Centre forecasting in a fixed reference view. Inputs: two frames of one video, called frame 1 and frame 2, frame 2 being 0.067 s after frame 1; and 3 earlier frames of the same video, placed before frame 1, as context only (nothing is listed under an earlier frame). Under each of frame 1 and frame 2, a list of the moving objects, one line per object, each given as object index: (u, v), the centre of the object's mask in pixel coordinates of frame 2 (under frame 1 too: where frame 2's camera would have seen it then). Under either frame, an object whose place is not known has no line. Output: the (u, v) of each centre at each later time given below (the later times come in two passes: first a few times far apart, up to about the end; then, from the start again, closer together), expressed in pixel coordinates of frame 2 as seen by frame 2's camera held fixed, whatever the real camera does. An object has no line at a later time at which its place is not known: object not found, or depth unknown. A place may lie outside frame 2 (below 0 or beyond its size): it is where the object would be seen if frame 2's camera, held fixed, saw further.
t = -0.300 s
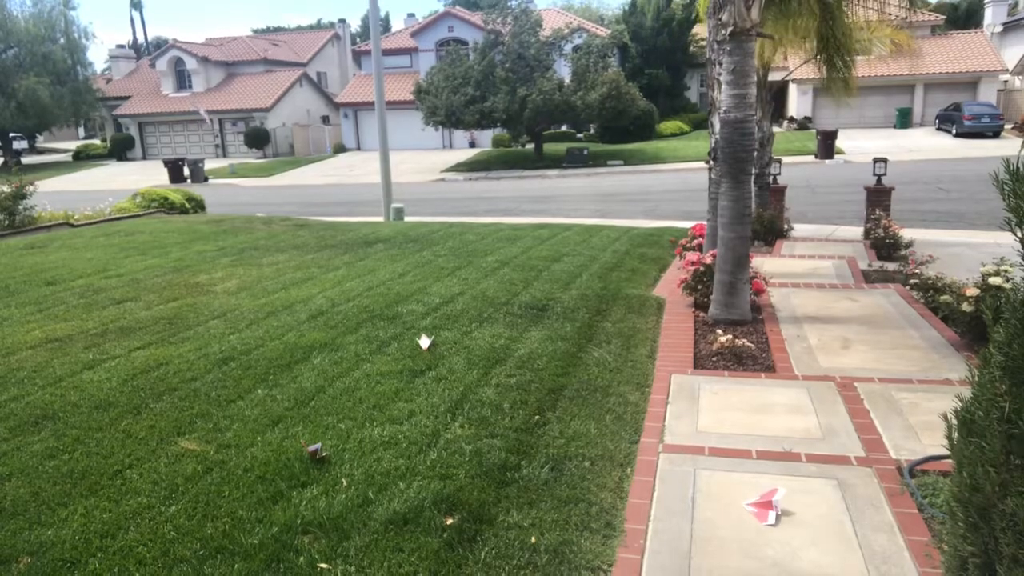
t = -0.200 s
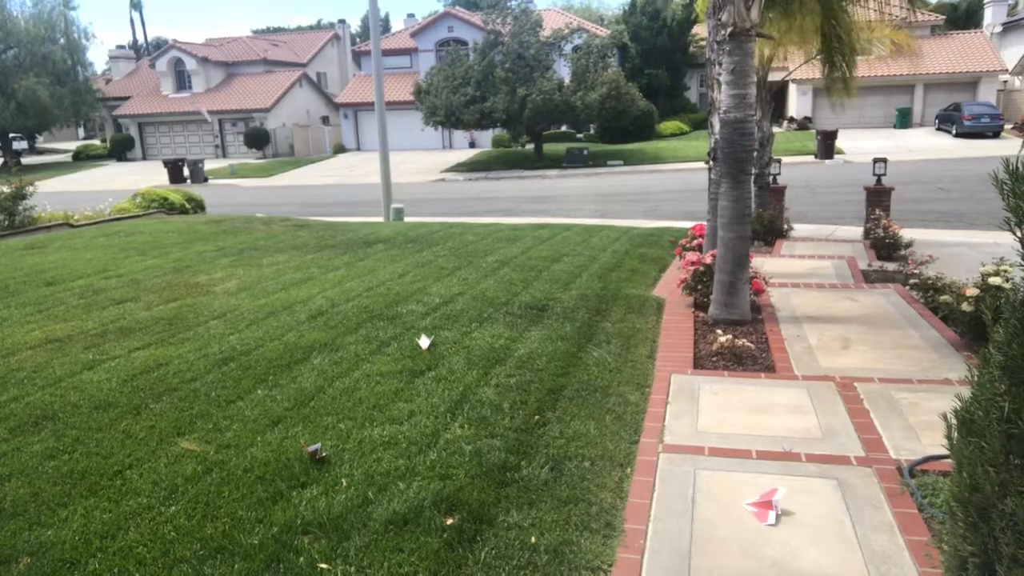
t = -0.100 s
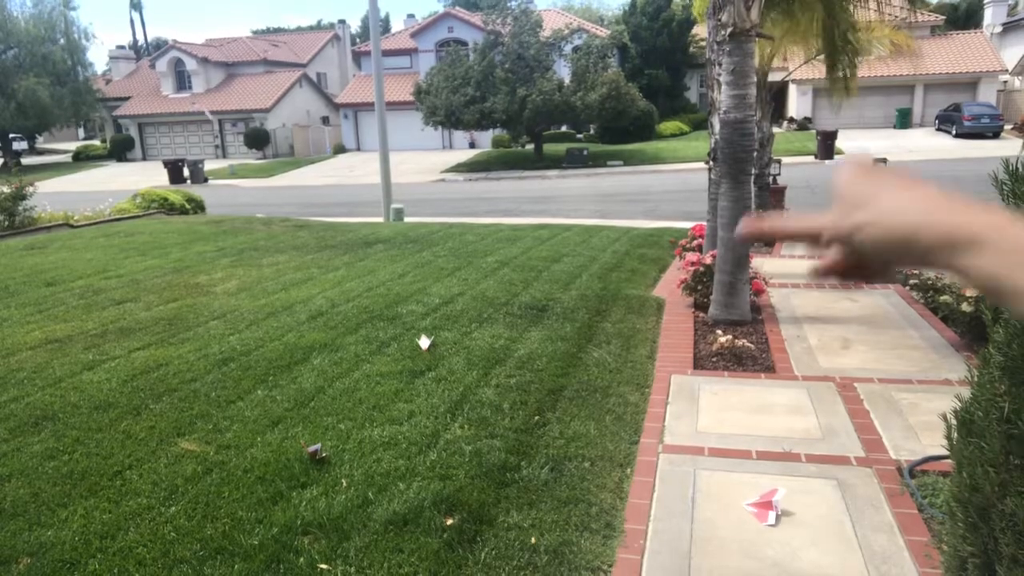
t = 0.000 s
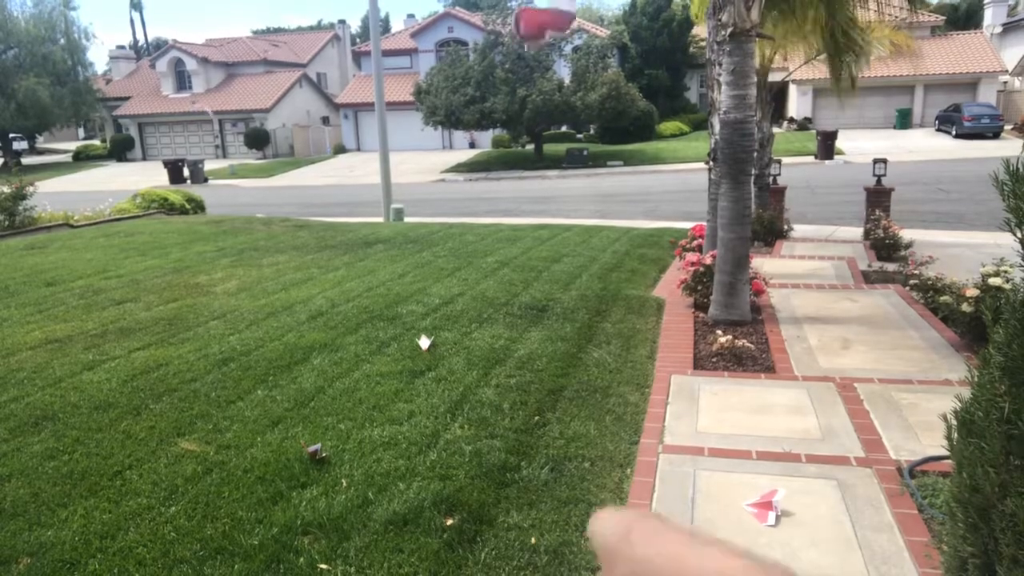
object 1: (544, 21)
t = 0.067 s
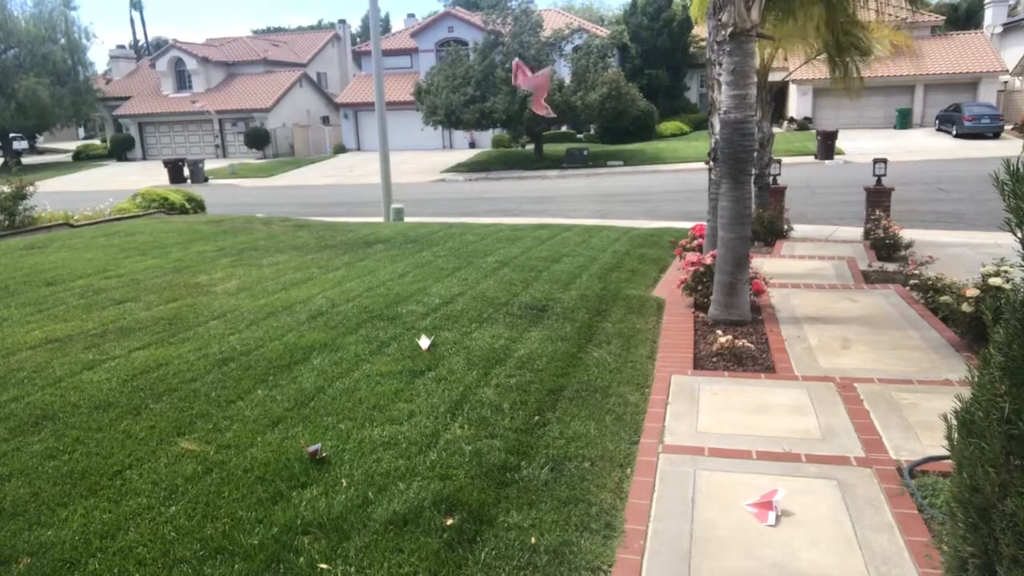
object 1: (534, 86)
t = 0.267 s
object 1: (558, 82)
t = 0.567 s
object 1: (511, 17)
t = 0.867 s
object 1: (429, 54)
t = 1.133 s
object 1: (382, 119)
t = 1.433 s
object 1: (330, 268)
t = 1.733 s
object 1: (245, 501)
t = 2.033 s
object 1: (214, 536)
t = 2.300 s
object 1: (214, 537)
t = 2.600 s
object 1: (214, 535)
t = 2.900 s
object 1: (214, 537)
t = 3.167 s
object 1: (214, 537)
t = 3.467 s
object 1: (214, 537)
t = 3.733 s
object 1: (214, 536)
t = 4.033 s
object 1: (213, 537)
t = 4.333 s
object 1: (214, 537)
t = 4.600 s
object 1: (214, 537)
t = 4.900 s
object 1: (213, 537)
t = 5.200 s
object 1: (213, 537)
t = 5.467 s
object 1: (213, 537)
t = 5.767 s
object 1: (213, 537)
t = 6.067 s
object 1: (213, 537)
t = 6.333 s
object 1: (213, 537)
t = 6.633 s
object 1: (213, 537)
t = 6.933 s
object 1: (213, 537)
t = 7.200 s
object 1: (213, 537)
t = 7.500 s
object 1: (213, 537)
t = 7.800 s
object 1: (213, 537)
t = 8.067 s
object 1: (213, 538)
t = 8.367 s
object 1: (213, 538)
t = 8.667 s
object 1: (213, 537)
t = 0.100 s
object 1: (536, 111)
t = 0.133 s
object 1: (540, 122)
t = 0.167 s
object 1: (542, 119)
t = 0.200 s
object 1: (547, 108)
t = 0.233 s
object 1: (554, 95)
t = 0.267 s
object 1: (558, 82)
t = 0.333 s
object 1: (559, 58)
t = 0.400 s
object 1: (550, 37)
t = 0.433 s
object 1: (544, 29)
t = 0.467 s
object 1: (537, 24)
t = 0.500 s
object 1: (529, 19)
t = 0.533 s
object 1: (522, 18)
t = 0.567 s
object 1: (511, 17)
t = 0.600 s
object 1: (503, 19)
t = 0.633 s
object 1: (493, 21)
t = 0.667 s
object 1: (484, 24)
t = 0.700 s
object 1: (470, 28)
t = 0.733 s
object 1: (463, 32)
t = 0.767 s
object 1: (454, 36)
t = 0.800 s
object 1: (446, 42)
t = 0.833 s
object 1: (438, 48)
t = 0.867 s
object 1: (429, 54)
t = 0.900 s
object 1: (421, 60)
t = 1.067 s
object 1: (391, 98)
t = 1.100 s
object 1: (388, 109)
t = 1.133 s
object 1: (382, 119)
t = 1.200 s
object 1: (373, 140)
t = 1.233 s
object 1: (364, 155)
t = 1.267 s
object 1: (359, 169)
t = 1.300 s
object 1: (352, 185)
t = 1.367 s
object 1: (339, 224)
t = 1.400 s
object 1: (334, 245)
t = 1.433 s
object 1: (330, 268)
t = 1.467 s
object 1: (327, 295)
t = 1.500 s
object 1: (324, 322)
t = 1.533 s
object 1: (320, 349)
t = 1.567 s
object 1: (319, 373)
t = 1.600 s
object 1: (309, 398)
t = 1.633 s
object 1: (296, 426)
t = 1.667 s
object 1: (282, 451)
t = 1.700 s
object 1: (264, 476)
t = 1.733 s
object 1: (245, 501)
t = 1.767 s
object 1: (228, 519)
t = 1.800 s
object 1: (227, 516)
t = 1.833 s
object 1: (227, 517)
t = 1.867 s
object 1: (225, 518)
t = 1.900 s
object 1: (223, 521)
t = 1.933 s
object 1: (217, 528)
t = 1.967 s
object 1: (218, 531)
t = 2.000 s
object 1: (215, 535)
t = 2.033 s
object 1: (214, 536)
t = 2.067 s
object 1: (214, 536)
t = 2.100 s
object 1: (214, 536)
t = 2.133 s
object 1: (214, 537)
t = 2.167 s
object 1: (214, 537)
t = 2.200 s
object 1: (214, 537)
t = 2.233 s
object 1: (214, 537)
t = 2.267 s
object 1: (214, 537)
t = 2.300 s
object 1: (214, 537)
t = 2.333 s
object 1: (214, 537)
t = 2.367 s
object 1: (214, 537)
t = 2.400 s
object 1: (214, 537)
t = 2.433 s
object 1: (214, 537)
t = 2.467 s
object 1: (214, 537)
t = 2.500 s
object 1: (214, 537)
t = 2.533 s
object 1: (214, 536)
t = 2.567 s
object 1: (214, 536)
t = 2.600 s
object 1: (214, 535)
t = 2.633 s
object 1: (214, 536)
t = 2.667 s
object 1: (213, 536)
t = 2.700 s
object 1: (214, 536)
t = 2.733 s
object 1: (214, 536)
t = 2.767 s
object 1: (214, 536)
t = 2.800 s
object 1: (214, 536)
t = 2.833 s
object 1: (213, 537)
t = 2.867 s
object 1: (213, 537)
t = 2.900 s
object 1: (214, 537)
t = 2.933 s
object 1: (213, 537)
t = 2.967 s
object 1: (214, 537)
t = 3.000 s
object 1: (214, 536)
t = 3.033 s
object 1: (213, 536)
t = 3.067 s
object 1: (214, 537)
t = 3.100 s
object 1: (213, 536)
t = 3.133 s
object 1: (214, 537)
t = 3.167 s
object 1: (214, 537)
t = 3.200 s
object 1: (213, 537)
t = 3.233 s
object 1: (214, 537)
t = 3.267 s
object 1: (214, 537)
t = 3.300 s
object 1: (214, 537)
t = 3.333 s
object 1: (213, 537)
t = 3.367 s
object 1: (214, 537)
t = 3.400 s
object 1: (214, 537)
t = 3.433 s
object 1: (214, 537)
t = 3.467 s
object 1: (214, 537)
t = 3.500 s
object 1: (214, 536)
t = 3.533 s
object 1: (214, 536)
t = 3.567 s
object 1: (214, 537)
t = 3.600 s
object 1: (214, 537)
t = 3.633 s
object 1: (214, 536)
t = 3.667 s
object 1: (214, 536)
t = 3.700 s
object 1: (214, 535)
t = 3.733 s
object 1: (214, 536)
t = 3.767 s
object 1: (214, 536)
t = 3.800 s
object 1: (213, 536)
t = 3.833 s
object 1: (213, 537)
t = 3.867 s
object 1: (214, 536)
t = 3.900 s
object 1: (214, 537)
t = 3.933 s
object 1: (214, 537)
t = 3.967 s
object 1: (214, 537)
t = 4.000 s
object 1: (213, 537)
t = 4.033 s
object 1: (213, 537)
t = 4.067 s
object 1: (213, 537)
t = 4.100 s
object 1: (213, 537)
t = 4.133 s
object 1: (213, 537)
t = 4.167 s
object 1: (214, 537)
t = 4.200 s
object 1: (214, 537)
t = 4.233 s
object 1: (214, 537)
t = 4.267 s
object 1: (214, 537)
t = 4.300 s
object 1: (214, 537)
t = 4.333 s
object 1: (214, 537)
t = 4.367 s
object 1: (213, 537)
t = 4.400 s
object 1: (214, 537)
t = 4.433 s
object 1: (214, 537)
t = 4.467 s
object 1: (214, 537)
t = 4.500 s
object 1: (213, 537)
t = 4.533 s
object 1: (214, 537)
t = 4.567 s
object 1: (214, 537)
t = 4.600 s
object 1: (214, 537)
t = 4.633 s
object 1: (214, 537)
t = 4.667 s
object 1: (214, 537)
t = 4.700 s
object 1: (214, 537)
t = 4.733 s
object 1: (213, 537)
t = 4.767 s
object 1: (214, 537)
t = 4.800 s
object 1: (214, 537)
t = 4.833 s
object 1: (213, 537)
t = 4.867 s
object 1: (213, 536)
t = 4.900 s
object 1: (213, 537)
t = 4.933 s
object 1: (213, 537)
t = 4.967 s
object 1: (213, 537)
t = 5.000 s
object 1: (213, 537)
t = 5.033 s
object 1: (213, 537)
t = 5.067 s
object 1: (214, 537)
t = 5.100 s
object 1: (213, 537)
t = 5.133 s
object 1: (213, 537)
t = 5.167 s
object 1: (213, 537)
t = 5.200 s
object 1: (213, 537)
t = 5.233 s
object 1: (213, 537)
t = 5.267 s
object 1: (213, 537)
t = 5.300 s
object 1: (213, 537)
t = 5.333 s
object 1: (213, 537)
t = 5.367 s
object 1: (213, 537)
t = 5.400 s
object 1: (213, 537)
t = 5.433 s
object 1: (213, 537)
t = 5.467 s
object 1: (213, 537)
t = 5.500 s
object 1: (213, 537)
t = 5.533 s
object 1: (213, 537)
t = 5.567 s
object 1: (213, 537)
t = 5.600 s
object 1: (213, 537)
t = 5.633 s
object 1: (213, 537)
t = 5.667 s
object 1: (213, 537)
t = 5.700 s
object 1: (213, 537)
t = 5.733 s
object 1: (213, 537)
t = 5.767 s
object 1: (213, 537)
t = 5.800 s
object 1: (213, 537)
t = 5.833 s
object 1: (213, 538)
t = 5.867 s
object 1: (213, 538)
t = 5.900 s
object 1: (213, 537)
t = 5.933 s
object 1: (213, 537)
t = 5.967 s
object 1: (213, 538)
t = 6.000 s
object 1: (213, 537)
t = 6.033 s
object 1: (213, 537)
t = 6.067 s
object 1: (213, 537)
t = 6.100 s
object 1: (213, 537)
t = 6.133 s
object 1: (213, 537)
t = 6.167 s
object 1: (213, 537)
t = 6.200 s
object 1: (213, 537)
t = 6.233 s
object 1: (213, 537)
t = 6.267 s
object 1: (213, 537)
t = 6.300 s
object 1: (213, 537)
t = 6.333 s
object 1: (213, 537)
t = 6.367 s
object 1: (213, 537)
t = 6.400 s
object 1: (213, 537)
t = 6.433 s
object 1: (213, 537)
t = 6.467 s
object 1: (213, 537)
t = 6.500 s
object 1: (213, 537)
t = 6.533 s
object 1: (213, 537)
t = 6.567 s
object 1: (213, 537)
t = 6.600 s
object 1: (213, 537)
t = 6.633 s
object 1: (213, 537)
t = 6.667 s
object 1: (213, 537)
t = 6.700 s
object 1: (213, 537)
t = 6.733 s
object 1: (213, 537)
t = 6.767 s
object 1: (213, 537)
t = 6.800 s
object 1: (213, 537)
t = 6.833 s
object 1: (213, 537)
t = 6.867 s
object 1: (213, 537)
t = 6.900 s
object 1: (213, 537)
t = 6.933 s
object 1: (213, 537)
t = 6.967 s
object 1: (213, 537)
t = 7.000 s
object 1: (213, 537)
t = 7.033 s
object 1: (213, 537)
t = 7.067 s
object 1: (213, 537)
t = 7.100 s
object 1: (213, 537)
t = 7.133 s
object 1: (213, 537)
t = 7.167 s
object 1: (213, 537)
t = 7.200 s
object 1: (213, 537)
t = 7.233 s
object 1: (213, 537)
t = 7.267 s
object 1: (213, 537)
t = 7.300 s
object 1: (213, 536)
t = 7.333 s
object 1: (213, 537)
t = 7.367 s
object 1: (213, 537)
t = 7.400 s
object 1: (213, 537)
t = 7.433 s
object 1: (213, 538)
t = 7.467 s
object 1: (213, 537)
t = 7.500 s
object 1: (213, 537)
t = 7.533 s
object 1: (213, 537)
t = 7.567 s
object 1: (213, 538)
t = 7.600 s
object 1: (213, 538)
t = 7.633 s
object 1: (213, 537)
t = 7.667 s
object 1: (213, 538)
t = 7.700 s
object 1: (213, 537)
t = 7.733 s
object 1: (213, 538)
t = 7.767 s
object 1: (213, 537)
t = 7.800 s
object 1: (213, 537)
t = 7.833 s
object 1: (213, 537)
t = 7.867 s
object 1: (213, 537)
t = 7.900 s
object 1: (213, 537)
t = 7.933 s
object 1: (213, 537)
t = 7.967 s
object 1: (213, 537)
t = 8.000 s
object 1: (213, 538)
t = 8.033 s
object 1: (213, 537)
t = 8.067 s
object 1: (213, 538)
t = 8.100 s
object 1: (213, 538)
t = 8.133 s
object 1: (213, 538)
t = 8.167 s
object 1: (213, 538)
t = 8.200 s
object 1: (213, 538)
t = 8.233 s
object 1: (213, 538)
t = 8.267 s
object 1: (213, 538)
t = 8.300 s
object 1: (214, 537)
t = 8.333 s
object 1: (213, 537)
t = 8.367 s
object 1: (213, 538)
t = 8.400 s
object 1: (213, 538)
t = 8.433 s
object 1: (214, 537)
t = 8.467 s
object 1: (214, 537)
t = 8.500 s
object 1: (214, 537)
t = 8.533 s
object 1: (214, 538)
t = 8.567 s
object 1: (214, 537)
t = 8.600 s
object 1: (213, 537)
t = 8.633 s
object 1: (213, 537)
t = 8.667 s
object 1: (213, 537)
